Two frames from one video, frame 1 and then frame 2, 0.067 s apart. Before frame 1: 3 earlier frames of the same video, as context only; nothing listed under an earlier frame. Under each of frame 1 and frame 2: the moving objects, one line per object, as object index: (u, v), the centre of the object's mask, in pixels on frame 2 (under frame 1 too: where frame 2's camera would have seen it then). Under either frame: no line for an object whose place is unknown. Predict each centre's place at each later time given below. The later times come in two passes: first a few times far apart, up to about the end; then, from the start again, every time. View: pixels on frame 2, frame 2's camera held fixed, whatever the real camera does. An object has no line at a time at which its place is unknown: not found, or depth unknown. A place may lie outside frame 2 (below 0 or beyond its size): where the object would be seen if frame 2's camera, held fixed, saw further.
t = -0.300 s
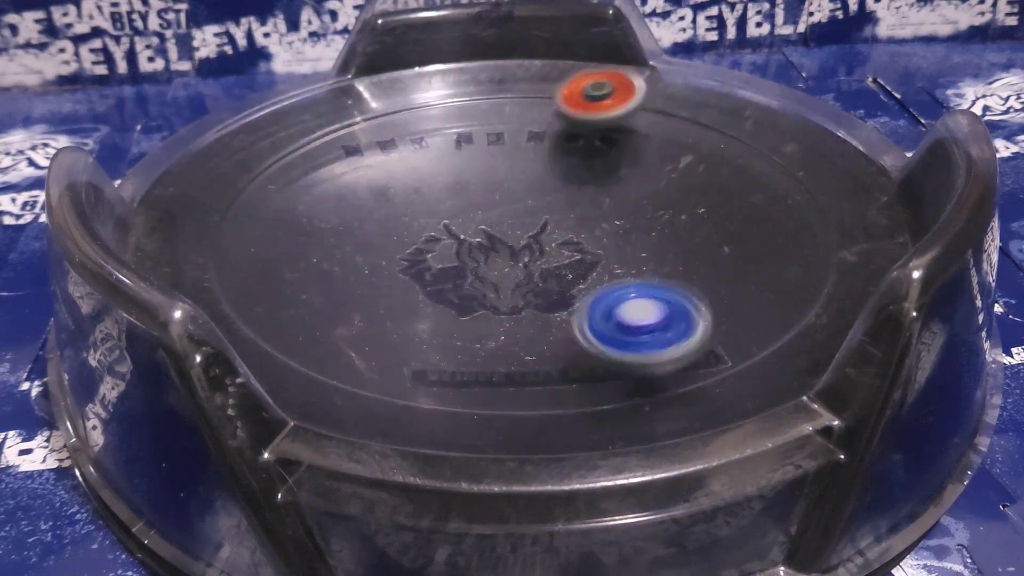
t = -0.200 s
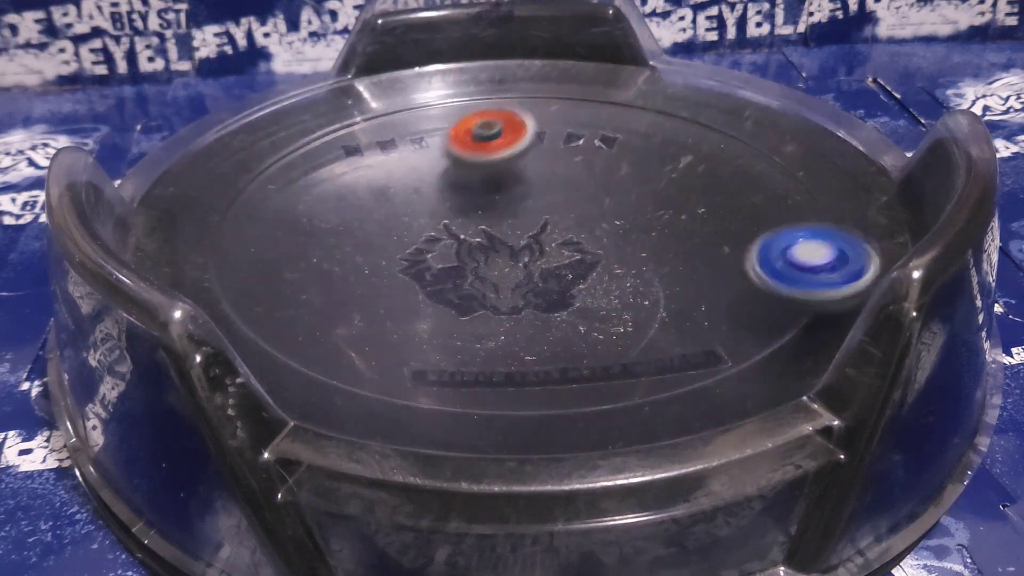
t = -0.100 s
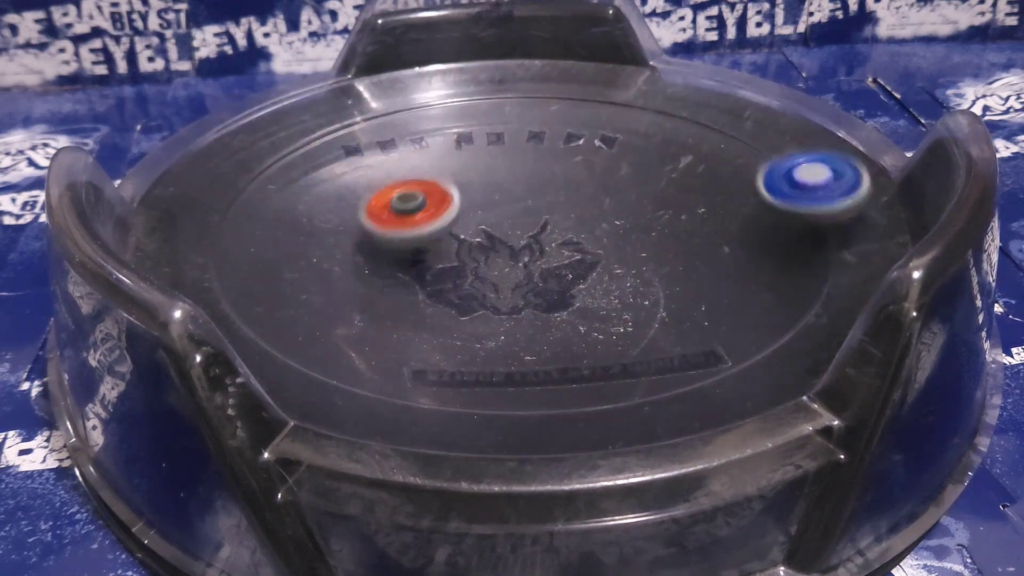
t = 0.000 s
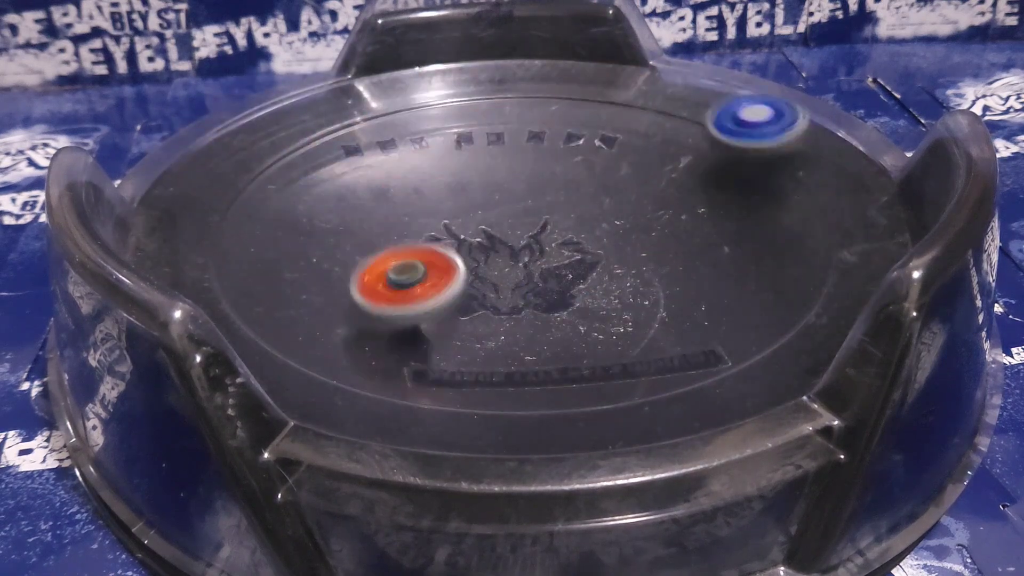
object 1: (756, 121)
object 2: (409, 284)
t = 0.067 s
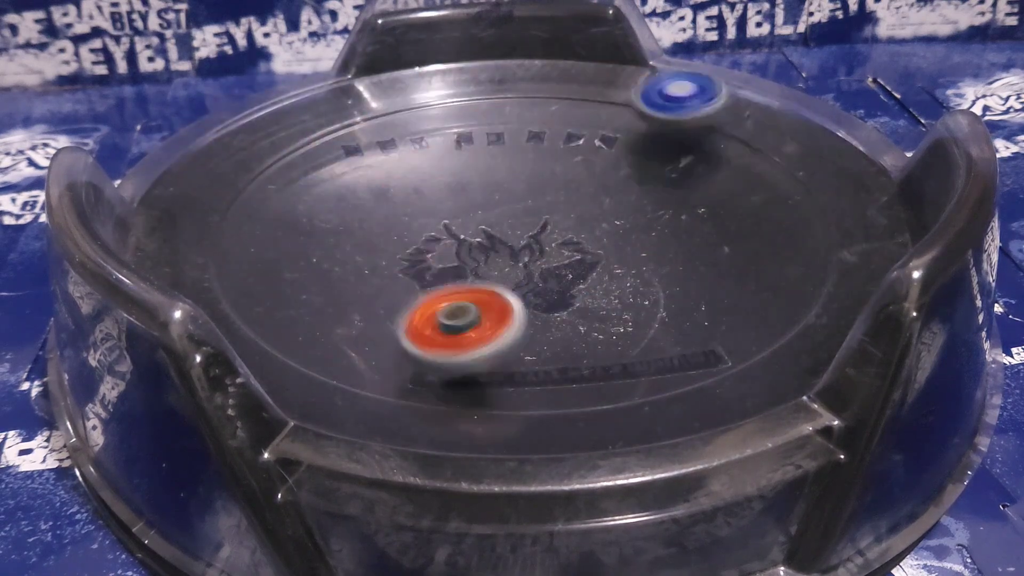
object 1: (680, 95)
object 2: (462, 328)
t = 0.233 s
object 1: (467, 113)
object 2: (709, 329)
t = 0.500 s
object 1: (380, 310)
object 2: (770, 175)
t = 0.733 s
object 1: (752, 308)
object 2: (482, 178)
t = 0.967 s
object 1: (747, 149)
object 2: (311, 301)
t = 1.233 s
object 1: (381, 165)
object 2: (680, 339)
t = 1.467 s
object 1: (305, 318)
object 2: (709, 211)
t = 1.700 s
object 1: (738, 315)
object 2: (406, 170)
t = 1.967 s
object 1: (641, 147)
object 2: (271, 287)
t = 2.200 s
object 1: (326, 148)
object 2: (573, 324)
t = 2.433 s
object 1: (277, 305)
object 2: (598, 181)
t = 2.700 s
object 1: (705, 289)
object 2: (292, 133)
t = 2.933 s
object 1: (607, 133)
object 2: (257, 263)
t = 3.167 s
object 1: (318, 109)
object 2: (598, 297)
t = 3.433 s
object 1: (283, 290)
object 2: (646, 130)
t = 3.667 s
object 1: (672, 282)
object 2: (423, 83)
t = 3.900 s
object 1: (644, 112)
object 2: (298, 208)
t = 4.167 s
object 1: (357, 98)
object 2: (620, 297)
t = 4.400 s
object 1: (313, 259)
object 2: (766, 154)
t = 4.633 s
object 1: (692, 289)
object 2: (579, 83)
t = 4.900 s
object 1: (740, 108)
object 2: (369, 199)
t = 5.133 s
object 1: (468, 94)
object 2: (523, 327)
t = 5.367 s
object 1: (330, 244)
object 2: (818, 253)
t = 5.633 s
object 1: (690, 322)
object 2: (659, 142)
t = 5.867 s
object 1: (798, 169)
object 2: (393, 187)
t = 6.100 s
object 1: (537, 124)
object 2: (349, 312)
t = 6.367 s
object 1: (304, 248)
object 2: (672, 332)
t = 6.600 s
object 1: (548, 360)
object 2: (672, 194)
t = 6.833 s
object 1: (775, 235)
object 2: (426, 153)
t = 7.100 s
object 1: (518, 139)
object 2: (245, 242)
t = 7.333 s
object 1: (267, 206)
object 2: (482, 334)
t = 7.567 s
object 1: (394, 344)
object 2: (674, 226)
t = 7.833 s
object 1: (709, 241)
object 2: (514, 113)
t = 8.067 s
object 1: (535, 126)
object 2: (324, 151)
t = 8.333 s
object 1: (272, 175)
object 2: (456, 297)
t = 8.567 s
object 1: (413, 315)
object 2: (713, 228)
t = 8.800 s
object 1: (711, 229)
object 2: (647, 115)
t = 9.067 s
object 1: (566, 103)
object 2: (413, 156)
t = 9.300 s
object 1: (347, 152)
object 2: (428, 292)
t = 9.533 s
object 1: (451, 302)
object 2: (707, 294)
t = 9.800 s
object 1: (750, 221)
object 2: (721, 164)
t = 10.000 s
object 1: (659, 117)
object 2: (519, 154)
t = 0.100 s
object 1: (638, 89)
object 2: (507, 341)
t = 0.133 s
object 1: (597, 88)
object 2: (560, 353)
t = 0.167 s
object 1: (553, 92)
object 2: (621, 358)
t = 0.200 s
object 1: (510, 100)
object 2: (671, 343)
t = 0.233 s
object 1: (467, 113)
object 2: (709, 329)
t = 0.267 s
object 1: (429, 129)
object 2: (739, 308)
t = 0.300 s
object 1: (394, 148)
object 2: (764, 286)
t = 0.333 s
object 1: (367, 173)
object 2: (784, 263)
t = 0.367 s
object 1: (346, 200)
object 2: (800, 242)
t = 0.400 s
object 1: (336, 227)
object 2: (809, 222)
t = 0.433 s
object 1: (337, 256)
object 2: (807, 205)
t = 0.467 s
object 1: (351, 284)
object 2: (794, 189)
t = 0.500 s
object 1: (380, 310)
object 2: (770, 175)
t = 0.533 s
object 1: (422, 330)
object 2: (738, 167)
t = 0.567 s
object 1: (479, 351)
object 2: (701, 161)
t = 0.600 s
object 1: (542, 357)
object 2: (657, 160)
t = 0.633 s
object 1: (608, 355)
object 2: (610, 161)
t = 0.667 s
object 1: (666, 341)
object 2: (563, 165)
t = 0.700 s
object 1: (705, 327)
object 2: (527, 170)
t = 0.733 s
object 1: (752, 308)
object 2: (482, 178)
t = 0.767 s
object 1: (790, 283)
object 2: (439, 191)
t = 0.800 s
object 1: (808, 258)
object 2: (400, 207)
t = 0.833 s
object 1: (819, 230)
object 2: (366, 223)
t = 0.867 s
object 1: (818, 206)
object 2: (338, 240)
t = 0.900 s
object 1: (806, 184)
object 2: (319, 259)
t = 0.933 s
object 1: (780, 164)
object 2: (310, 280)
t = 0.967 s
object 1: (747, 149)
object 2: (311, 301)
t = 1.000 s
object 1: (708, 138)
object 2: (320, 326)
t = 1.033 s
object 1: (663, 132)
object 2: (354, 337)
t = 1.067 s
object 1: (614, 128)
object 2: (405, 355)
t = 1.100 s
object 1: (567, 128)
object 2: (460, 360)
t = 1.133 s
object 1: (517, 134)
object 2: (515, 363)
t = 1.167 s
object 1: (469, 140)
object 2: (571, 361)
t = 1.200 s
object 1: (423, 153)
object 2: (627, 354)
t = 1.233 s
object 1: (381, 165)
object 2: (680, 339)
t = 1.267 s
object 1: (345, 184)
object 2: (722, 321)
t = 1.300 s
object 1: (314, 204)
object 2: (751, 300)
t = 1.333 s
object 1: (291, 226)
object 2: (763, 281)
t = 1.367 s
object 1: (278, 251)
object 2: (763, 261)
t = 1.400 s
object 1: (275, 271)
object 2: (755, 246)
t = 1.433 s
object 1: (280, 298)
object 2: (736, 229)
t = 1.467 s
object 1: (305, 318)
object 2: (709, 211)
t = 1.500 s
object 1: (360, 341)
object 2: (674, 197)
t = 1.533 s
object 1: (422, 353)
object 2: (633, 186)
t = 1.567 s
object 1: (487, 362)
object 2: (590, 176)
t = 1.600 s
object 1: (556, 360)
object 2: (545, 171)
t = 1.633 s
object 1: (625, 351)
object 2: (498, 166)
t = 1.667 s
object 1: (687, 336)
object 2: (451, 166)
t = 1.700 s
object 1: (738, 315)
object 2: (406, 170)
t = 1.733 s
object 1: (773, 292)
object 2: (362, 174)
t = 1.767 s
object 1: (789, 262)
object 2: (322, 181)
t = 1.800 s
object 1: (790, 236)
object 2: (285, 192)
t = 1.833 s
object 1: (779, 213)
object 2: (251, 207)
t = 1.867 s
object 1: (755, 192)
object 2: (221, 223)
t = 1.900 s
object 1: (723, 175)
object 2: (216, 236)
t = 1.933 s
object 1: (684, 159)
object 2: (232, 265)
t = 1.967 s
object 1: (641, 147)
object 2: (271, 287)
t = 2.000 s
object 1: (595, 138)
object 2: (311, 305)
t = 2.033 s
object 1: (547, 131)
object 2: (354, 322)
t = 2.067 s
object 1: (509, 130)
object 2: (387, 329)
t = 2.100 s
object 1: (462, 130)
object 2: (436, 339)
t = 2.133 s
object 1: (417, 132)
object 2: (483, 341)
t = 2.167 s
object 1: (371, 139)
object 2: (532, 334)
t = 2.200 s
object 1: (326, 148)
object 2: (573, 324)
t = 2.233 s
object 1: (288, 160)
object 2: (608, 307)
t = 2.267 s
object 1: (253, 176)
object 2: (634, 287)
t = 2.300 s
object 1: (221, 197)
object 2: (648, 266)
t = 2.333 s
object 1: (216, 219)
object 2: (649, 243)
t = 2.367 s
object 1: (225, 248)
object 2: (640, 222)
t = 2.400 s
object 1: (242, 276)
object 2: (623, 201)
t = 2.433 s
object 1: (277, 305)
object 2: (598, 181)
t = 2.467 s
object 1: (323, 328)
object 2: (566, 165)
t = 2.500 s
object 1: (382, 344)
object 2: (531, 149)
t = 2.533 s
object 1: (448, 359)
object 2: (494, 139)
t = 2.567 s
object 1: (517, 359)
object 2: (454, 132)
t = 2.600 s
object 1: (579, 352)
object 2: (411, 128)
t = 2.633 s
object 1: (634, 335)
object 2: (370, 127)
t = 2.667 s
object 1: (676, 313)
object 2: (329, 128)
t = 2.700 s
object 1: (705, 289)
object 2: (292, 133)
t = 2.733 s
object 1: (721, 263)
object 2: (261, 142)
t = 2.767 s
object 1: (724, 243)
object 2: (250, 157)
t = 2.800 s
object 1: (717, 217)
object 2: (237, 178)
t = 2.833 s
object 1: (701, 191)
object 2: (228, 200)
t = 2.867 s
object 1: (676, 171)
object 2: (228, 221)
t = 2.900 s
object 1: (644, 150)
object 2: (238, 241)
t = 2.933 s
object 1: (607, 133)
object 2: (257, 263)
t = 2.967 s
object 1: (568, 121)
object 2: (288, 280)
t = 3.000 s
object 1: (526, 110)
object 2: (328, 295)
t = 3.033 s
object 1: (484, 105)
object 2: (376, 308)
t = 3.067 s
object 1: (441, 102)
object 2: (432, 315)
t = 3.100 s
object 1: (398, 102)
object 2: (492, 316)
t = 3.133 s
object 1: (356, 105)
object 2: (548, 309)
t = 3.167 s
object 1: (318, 109)
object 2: (598, 297)
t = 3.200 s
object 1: (285, 125)
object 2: (638, 278)
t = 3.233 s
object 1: (257, 144)
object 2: (668, 257)
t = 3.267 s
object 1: (237, 167)
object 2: (685, 233)
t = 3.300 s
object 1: (225, 193)
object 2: (691, 209)
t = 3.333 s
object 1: (222, 221)
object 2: (688, 187)
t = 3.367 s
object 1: (232, 246)
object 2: (679, 165)
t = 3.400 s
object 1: (256, 273)
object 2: (661, 144)
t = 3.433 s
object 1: (283, 290)
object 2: (646, 130)
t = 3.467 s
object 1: (330, 310)
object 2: (620, 113)
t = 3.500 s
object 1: (388, 323)
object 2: (591, 99)
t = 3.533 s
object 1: (452, 330)
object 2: (560, 87)
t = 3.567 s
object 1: (518, 332)
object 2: (527, 78)
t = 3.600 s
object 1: (578, 322)
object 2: (493, 73)
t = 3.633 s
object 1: (630, 302)
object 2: (458, 74)
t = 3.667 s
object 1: (672, 282)
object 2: (423, 83)
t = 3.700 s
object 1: (702, 256)
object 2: (390, 92)
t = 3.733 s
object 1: (718, 229)
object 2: (361, 104)
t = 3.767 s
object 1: (722, 202)
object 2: (334, 116)
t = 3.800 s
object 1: (715, 175)
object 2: (313, 135)
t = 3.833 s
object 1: (699, 150)
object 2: (299, 155)
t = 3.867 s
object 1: (675, 129)
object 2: (294, 179)
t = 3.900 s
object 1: (644, 112)
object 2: (298, 208)
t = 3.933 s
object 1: (610, 96)
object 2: (314, 235)
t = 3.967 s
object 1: (576, 84)
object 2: (343, 257)
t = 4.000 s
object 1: (539, 75)
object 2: (380, 279)
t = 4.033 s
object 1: (500, 71)
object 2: (424, 293)
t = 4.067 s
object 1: (460, 72)
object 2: (476, 304)
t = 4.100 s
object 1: (419, 80)
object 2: (530, 308)
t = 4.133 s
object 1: (391, 87)
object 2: (570, 306)
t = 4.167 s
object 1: (357, 98)
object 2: (620, 297)
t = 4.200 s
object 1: (327, 112)
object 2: (666, 284)
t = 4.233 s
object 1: (301, 131)
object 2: (703, 267)
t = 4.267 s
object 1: (283, 153)
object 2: (733, 247)
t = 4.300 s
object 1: (275, 177)
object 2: (754, 225)
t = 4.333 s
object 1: (275, 204)
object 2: (767, 202)
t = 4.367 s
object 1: (288, 232)
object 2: (770, 178)
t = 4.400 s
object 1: (313, 259)
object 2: (766, 154)
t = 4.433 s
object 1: (349, 283)
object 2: (755, 135)
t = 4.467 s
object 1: (397, 302)
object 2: (737, 117)
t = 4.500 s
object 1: (453, 315)
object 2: (715, 104)
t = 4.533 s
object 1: (516, 320)
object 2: (686, 92)
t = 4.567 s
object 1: (580, 318)
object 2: (651, 86)
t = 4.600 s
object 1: (638, 306)
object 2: (615, 82)
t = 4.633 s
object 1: (692, 289)
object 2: (579, 83)
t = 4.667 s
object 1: (734, 266)
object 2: (542, 87)
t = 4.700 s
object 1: (764, 241)
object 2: (508, 96)
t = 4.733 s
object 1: (783, 215)
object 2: (474, 106)
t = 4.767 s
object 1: (792, 191)
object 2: (443, 121)
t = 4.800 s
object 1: (790, 170)
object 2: (422, 134)
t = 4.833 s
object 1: (781, 147)
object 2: (398, 154)
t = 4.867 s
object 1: (765, 126)
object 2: (380, 175)
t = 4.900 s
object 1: (740, 108)
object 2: (369, 199)
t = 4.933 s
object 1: (703, 97)
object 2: (365, 225)
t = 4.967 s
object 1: (662, 87)
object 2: (370, 248)
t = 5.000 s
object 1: (624, 81)
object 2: (385, 269)
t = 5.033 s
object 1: (585, 79)
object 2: (408, 289)
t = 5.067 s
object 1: (546, 80)
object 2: (439, 305)
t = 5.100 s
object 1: (507, 85)
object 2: (478, 320)
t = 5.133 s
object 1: (468, 94)
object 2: (523, 327)
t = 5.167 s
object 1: (431, 106)
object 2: (572, 331)
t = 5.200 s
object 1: (398, 122)
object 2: (624, 327)
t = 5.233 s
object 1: (370, 143)
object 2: (675, 319)
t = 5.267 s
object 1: (346, 164)
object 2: (722, 308)
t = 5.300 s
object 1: (332, 190)
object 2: (762, 294)
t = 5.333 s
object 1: (326, 217)
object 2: (796, 275)
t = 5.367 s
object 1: (330, 244)
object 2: (818, 253)
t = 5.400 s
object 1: (347, 270)
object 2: (825, 230)
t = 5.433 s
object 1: (374, 294)
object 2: (822, 210)
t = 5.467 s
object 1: (412, 314)
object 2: (809, 191)
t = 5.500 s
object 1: (450, 326)
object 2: (793, 177)
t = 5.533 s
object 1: (507, 335)
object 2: (767, 163)
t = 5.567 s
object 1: (569, 338)
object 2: (734, 153)
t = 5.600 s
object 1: (631, 333)
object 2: (698, 146)
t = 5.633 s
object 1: (690, 322)
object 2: (659, 142)
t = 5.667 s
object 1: (742, 306)
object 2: (617, 141)
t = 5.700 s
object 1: (786, 286)
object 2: (576, 144)
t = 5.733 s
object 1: (814, 261)
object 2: (534, 147)
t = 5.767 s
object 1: (822, 236)
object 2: (493, 153)
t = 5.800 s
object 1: (823, 211)
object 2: (456, 163)
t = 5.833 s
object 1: (816, 188)
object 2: (423, 175)
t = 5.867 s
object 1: (798, 169)
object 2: (393, 187)
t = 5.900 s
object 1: (773, 152)
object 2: (368, 204)
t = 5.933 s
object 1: (742, 138)
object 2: (345, 221)
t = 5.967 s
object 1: (706, 128)
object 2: (332, 239)
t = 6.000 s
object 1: (666, 122)
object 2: (323, 257)
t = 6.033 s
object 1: (624, 119)
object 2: (324, 275)
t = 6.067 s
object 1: (580, 121)
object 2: (332, 292)
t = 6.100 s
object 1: (537, 124)
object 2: (349, 312)
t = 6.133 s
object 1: (491, 131)
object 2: (373, 329)
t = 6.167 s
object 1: (460, 137)
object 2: (396, 342)
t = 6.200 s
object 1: (419, 149)
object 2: (435, 356)
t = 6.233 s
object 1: (383, 163)
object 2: (479, 365)
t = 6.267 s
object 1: (353, 183)
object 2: (532, 364)
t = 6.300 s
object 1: (328, 203)
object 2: (585, 358)
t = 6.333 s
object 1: (313, 225)
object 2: (631, 348)
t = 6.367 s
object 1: (304, 248)
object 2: (672, 332)
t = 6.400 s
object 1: (307, 270)
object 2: (702, 312)
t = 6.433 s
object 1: (320, 295)
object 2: (722, 291)
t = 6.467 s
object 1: (345, 318)
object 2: (731, 269)
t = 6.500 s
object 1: (382, 337)
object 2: (729, 249)
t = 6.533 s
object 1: (429, 354)
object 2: (717, 229)
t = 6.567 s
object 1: (483, 361)
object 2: (699, 210)
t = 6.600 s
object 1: (548, 360)
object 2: (672, 194)
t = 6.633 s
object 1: (612, 352)
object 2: (641, 181)
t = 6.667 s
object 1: (668, 339)
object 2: (607, 171)
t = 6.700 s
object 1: (716, 323)
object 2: (571, 162)
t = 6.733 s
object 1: (750, 303)
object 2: (536, 156)
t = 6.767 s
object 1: (771, 281)
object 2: (500, 152)
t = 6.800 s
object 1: (779, 257)
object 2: (463, 151)
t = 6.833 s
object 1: (775, 235)
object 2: (426, 153)
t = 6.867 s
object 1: (766, 218)
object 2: (400, 154)
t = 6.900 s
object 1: (747, 201)
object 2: (365, 159)
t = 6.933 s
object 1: (719, 182)
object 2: (334, 165)
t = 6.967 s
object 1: (685, 168)
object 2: (305, 178)
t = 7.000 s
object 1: (648, 156)
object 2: (281, 190)
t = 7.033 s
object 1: (606, 148)
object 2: (262, 206)
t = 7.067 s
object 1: (563, 142)
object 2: (249, 223)
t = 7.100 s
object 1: (518, 139)
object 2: (245, 242)
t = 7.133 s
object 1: (474, 139)
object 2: (250, 262)
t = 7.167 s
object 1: (431, 142)
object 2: (266, 282)
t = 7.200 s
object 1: (390, 149)
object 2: (294, 299)
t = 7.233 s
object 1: (353, 158)
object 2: (332, 314)
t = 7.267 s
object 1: (318, 170)
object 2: (379, 324)
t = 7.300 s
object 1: (289, 187)
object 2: (430, 332)
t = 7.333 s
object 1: (267, 206)
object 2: (482, 334)
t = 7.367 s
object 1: (252, 227)
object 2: (533, 328)
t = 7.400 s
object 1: (247, 248)
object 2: (578, 319)
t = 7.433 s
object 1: (250, 272)
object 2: (615, 302)
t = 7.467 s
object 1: (265, 295)
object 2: (645, 284)
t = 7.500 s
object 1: (301, 317)
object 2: (663, 263)
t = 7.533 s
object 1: (338, 332)
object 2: (671, 247)
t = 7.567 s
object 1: (394, 344)
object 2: (674, 226)
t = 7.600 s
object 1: (453, 351)
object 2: (671, 205)
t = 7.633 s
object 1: (512, 351)
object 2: (659, 185)
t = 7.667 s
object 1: (567, 342)
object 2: (644, 167)
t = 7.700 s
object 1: (615, 329)
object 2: (622, 151)
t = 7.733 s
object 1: (657, 311)
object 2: (598, 138)
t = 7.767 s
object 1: (686, 289)
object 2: (572, 128)
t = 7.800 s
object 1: (703, 265)
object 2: (544, 119)
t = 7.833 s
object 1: (709, 241)
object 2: (514, 113)
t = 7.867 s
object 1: (705, 219)
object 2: (480, 109)
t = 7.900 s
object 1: (692, 198)
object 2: (448, 109)
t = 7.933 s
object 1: (670, 178)
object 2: (414, 111)
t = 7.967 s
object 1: (641, 159)
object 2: (386, 118)
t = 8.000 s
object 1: (608, 145)
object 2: (363, 125)
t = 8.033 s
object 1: (573, 133)
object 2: (343, 137)
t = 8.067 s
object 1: (535, 126)
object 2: (324, 151)
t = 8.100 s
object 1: (496, 121)
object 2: (311, 171)
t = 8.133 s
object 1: (456, 121)
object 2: (305, 193)
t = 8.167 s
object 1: (417, 122)
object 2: (309, 216)
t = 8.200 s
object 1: (380, 128)
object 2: (324, 238)
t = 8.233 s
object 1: (353, 133)
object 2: (340, 254)
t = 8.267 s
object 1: (320, 143)
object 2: (373, 272)
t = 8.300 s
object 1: (293, 158)
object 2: (413, 287)
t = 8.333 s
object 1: (272, 175)
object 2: (456, 297)
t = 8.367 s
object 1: (259, 195)
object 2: (501, 302)
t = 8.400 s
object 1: (256, 217)
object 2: (549, 300)
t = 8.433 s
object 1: (265, 241)
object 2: (595, 293)
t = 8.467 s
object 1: (285, 263)
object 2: (635, 280)
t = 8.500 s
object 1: (317, 284)
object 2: (669, 265)
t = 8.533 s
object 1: (361, 302)
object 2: (694, 248)
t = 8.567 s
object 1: (413, 315)
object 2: (713, 228)
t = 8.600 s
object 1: (471, 320)
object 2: (724, 209)
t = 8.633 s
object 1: (531, 319)
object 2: (726, 188)
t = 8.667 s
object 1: (585, 311)
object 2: (721, 170)
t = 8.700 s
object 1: (632, 295)
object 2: (711, 153)
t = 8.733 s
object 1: (669, 276)
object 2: (695, 139)
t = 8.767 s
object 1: (695, 253)
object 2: (673, 124)
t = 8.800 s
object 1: (711, 229)
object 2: (647, 115)
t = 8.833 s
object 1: (715, 207)
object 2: (617, 108)
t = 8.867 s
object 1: (708, 187)
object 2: (587, 106)
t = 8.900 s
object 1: (699, 171)
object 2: (563, 106)
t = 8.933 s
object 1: (680, 151)
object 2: (531, 108)
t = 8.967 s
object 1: (656, 134)
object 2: (498, 115)
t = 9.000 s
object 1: (628, 118)
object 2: (467, 126)
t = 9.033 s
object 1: (596, 109)
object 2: (439, 139)
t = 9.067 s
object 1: (566, 103)
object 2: (413, 156)
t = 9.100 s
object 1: (533, 100)
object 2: (394, 173)
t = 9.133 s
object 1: (498, 100)
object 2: (383, 194)
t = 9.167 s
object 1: (464, 104)
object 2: (376, 218)
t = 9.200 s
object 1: (429, 110)
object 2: (379, 238)
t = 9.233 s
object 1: (398, 120)
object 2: (388, 257)
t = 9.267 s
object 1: (369, 135)
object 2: (404, 275)
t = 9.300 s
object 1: (347, 152)
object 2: (428, 292)
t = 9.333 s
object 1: (332, 173)
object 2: (461, 304)
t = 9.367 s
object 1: (326, 197)
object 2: (498, 315)
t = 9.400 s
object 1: (329, 222)
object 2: (538, 320)
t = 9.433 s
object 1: (343, 246)
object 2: (582, 319)
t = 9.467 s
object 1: (370, 269)
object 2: (626, 316)
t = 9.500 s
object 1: (406, 288)
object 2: (670, 307)
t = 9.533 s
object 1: (451, 302)
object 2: (707, 294)
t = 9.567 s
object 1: (503, 311)
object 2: (738, 277)
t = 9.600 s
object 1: (542, 312)
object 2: (756, 264)
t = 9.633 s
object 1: (591, 308)
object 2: (772, 246)
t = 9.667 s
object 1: (638, 297)
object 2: (780, 227)
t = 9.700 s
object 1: (678, 283)
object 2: (777, 209)
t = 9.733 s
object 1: (713, 266)
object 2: (764, 193)
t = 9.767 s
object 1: (736, 243)
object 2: (746, 176)
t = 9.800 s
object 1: (750, 221)
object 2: (721, 164)
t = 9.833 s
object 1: (756, 201)
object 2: (693, 156)
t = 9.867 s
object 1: (753, 179)
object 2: (661, 150)
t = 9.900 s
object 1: (739, 159)
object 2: (626, 149)
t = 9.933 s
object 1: (718, 140)
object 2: (591, 147)
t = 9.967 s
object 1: (692, 126)
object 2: (555, 150)
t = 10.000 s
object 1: (659, 117)
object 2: (519, 154)
